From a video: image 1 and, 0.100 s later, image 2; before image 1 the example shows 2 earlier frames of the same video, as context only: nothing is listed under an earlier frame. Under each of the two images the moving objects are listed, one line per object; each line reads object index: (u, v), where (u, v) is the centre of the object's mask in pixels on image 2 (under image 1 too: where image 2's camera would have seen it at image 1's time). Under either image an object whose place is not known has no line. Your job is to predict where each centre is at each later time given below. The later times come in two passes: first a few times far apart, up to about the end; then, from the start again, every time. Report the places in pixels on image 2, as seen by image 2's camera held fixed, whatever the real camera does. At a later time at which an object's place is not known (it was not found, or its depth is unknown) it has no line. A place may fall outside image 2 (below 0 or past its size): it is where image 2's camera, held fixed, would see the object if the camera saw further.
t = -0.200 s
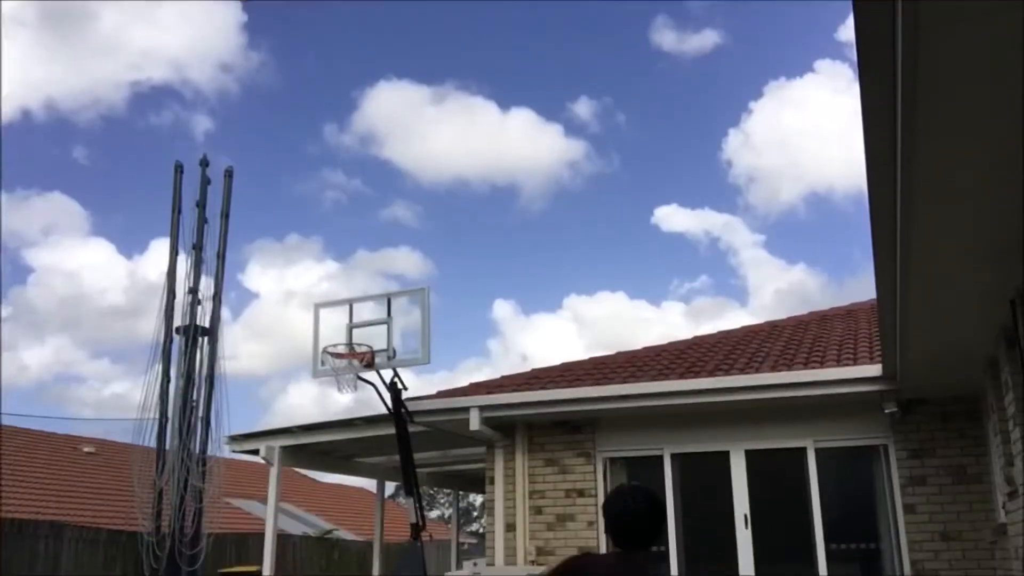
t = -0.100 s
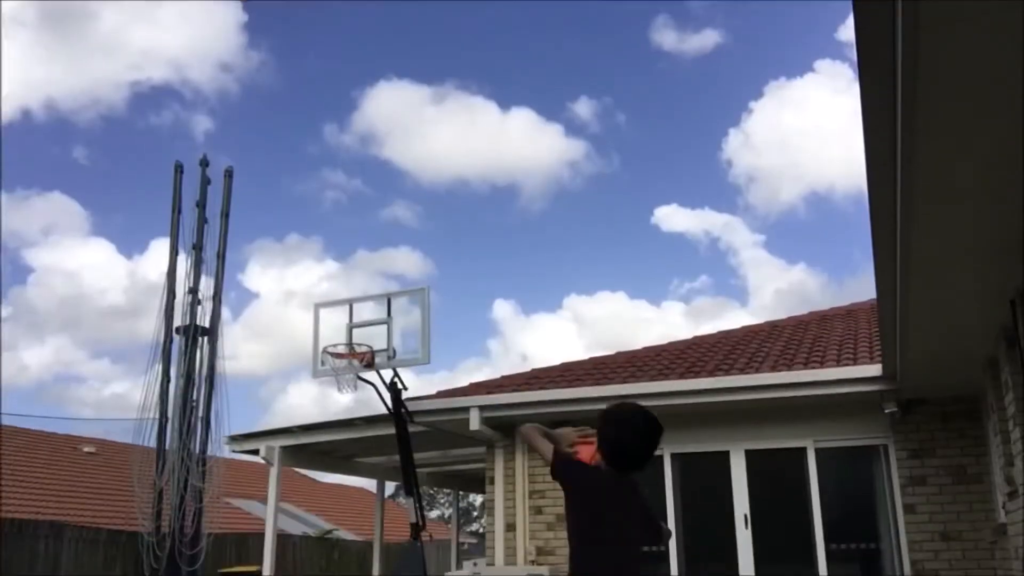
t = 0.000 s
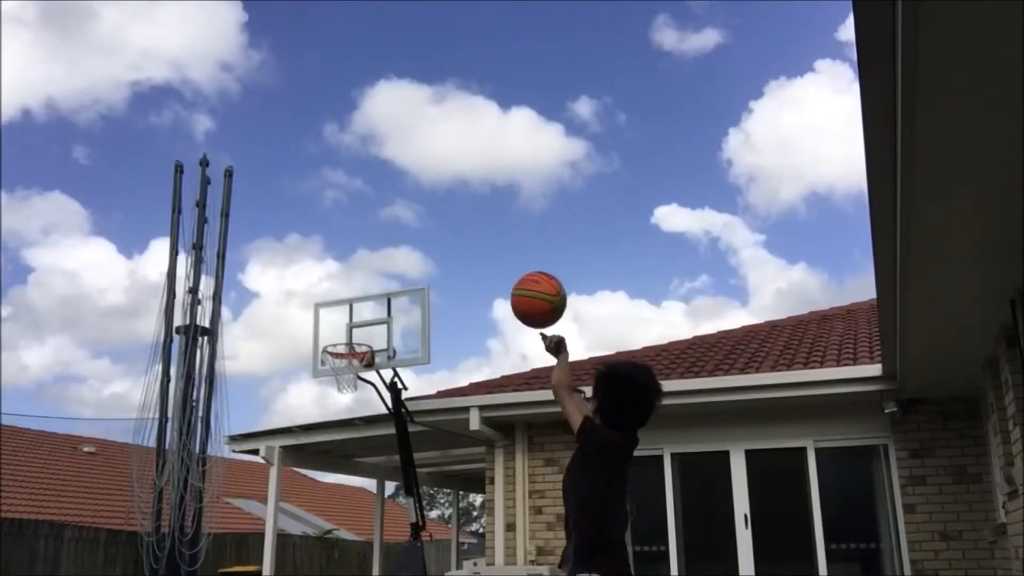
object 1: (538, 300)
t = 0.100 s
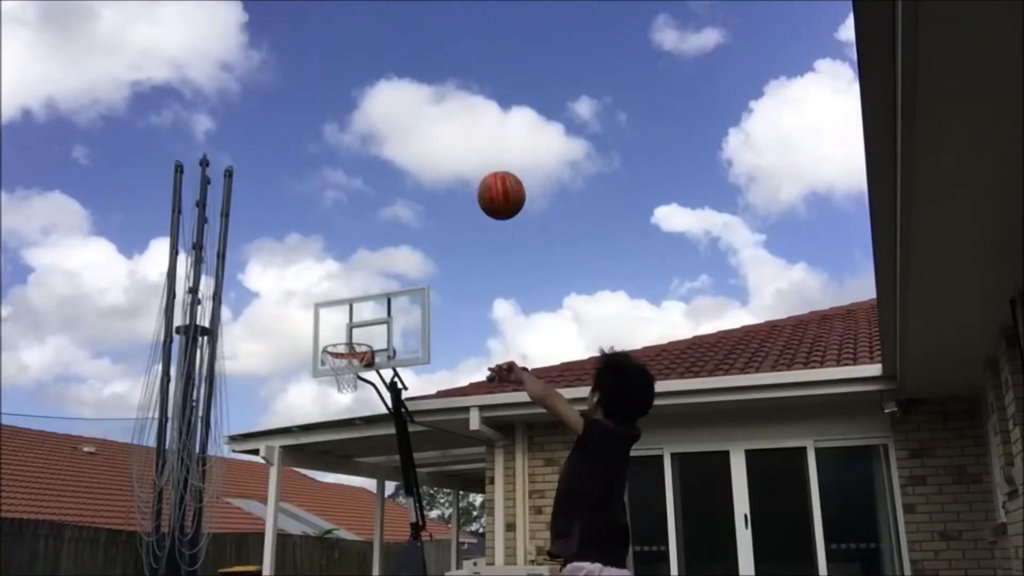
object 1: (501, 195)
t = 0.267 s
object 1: (458, 105)
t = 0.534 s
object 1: (415, 80)
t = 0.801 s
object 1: (385, 132)
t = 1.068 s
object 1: (361, 235)
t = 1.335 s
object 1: (343, 373)
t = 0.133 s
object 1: (491, 171)
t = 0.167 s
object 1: (482, 150)
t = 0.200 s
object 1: (473, 132)
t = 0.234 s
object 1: (466, 117)
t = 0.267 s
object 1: (458, 105)
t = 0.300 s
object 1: (452, 96)
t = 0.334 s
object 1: (445, 89)
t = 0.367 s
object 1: (439, 84)
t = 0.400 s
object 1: (434, 80)
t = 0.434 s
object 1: (429, 78)
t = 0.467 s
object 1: (424, 78)
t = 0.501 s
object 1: (419, 78)
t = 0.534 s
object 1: (415, 80)
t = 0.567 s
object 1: (410, 83)
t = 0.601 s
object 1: (406, 88)
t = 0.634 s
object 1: (402, 92)
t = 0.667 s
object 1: (399, 98)
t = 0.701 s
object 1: (395, 105)
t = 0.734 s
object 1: (392, 113)
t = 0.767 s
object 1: (388, 122)
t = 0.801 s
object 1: (385, 132)
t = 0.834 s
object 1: (382, 142)
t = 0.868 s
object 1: (379, 153)
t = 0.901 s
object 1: (376, 165)
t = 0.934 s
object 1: (373, 178)
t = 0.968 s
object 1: (370, 191)
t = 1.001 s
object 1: (367, 205)
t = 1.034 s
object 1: (364, 219)
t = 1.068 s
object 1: (361, 235)
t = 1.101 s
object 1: (358, 251)
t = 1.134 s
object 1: (355, 267)
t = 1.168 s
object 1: (352, 285)
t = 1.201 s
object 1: (350, 302)
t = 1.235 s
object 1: (347, 321)
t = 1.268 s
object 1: (343, 340)
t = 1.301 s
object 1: (341, 360)
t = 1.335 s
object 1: (343, 373)
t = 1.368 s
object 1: (345, 384)
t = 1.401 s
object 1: (346, 398)
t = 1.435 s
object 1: (348, 411)
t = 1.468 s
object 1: (349, 427)
